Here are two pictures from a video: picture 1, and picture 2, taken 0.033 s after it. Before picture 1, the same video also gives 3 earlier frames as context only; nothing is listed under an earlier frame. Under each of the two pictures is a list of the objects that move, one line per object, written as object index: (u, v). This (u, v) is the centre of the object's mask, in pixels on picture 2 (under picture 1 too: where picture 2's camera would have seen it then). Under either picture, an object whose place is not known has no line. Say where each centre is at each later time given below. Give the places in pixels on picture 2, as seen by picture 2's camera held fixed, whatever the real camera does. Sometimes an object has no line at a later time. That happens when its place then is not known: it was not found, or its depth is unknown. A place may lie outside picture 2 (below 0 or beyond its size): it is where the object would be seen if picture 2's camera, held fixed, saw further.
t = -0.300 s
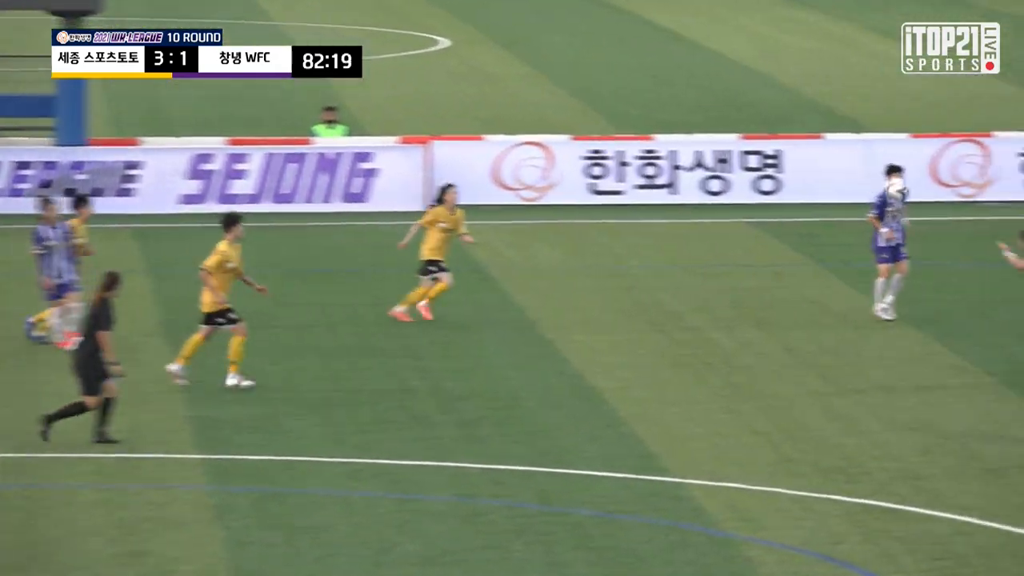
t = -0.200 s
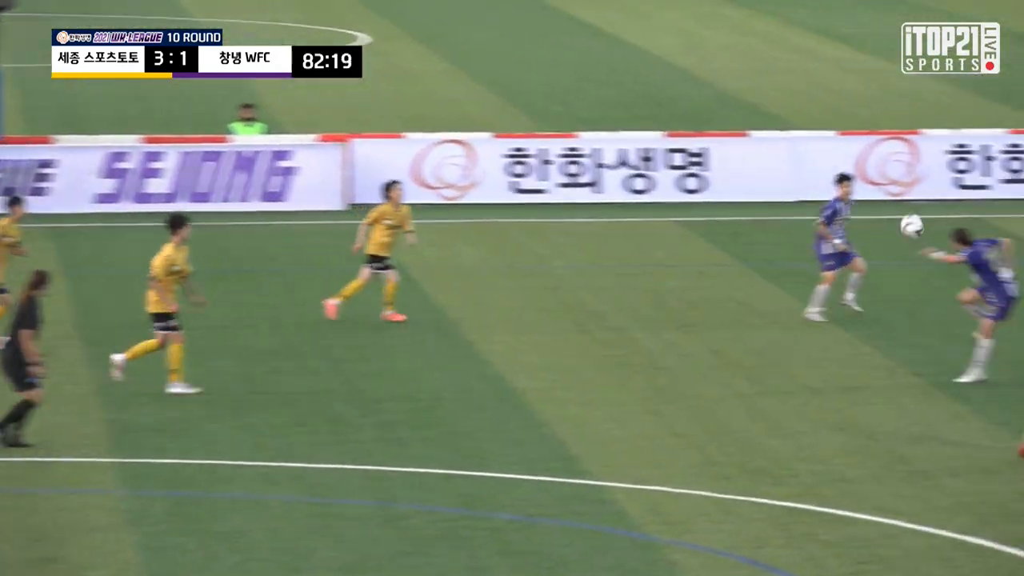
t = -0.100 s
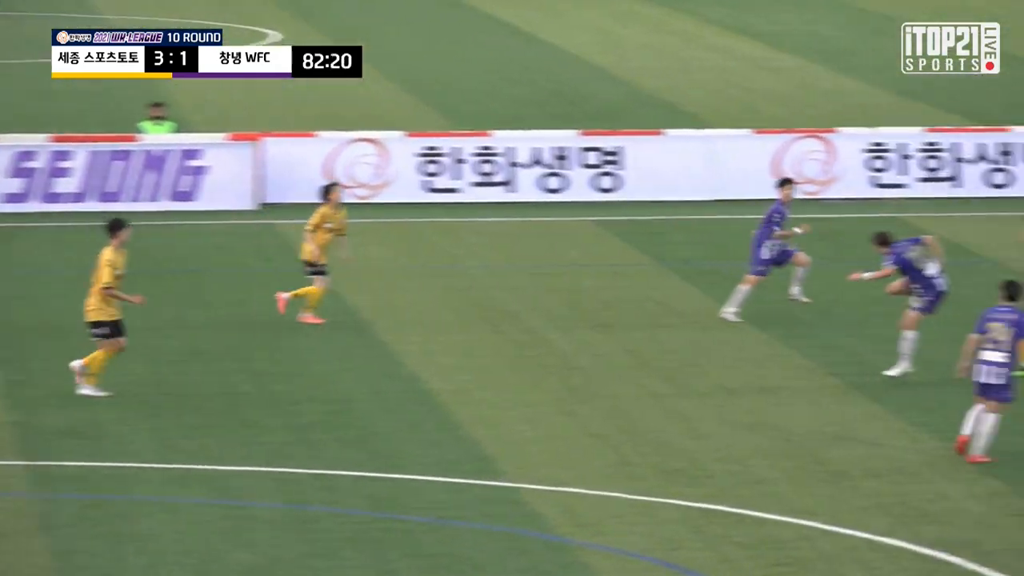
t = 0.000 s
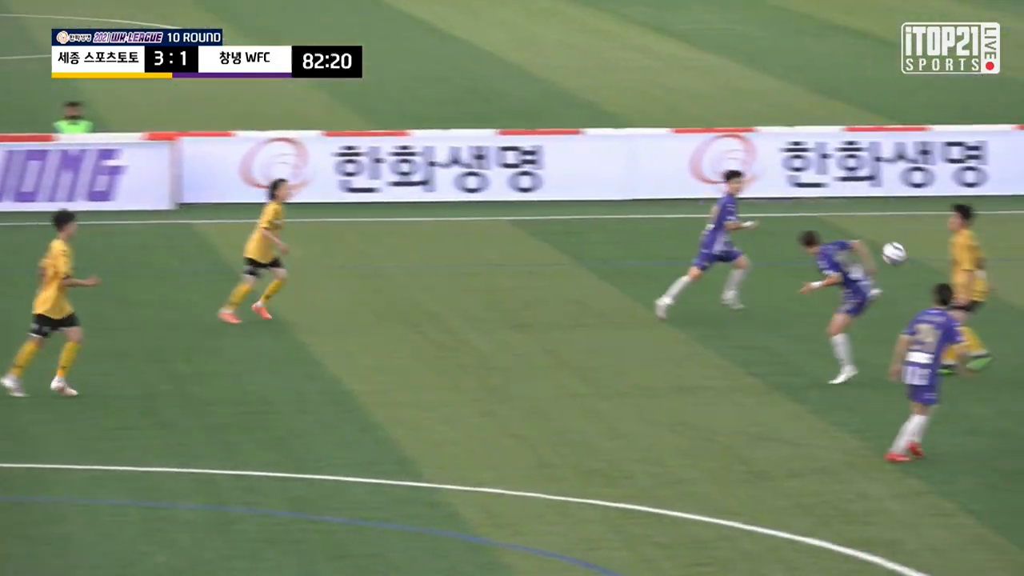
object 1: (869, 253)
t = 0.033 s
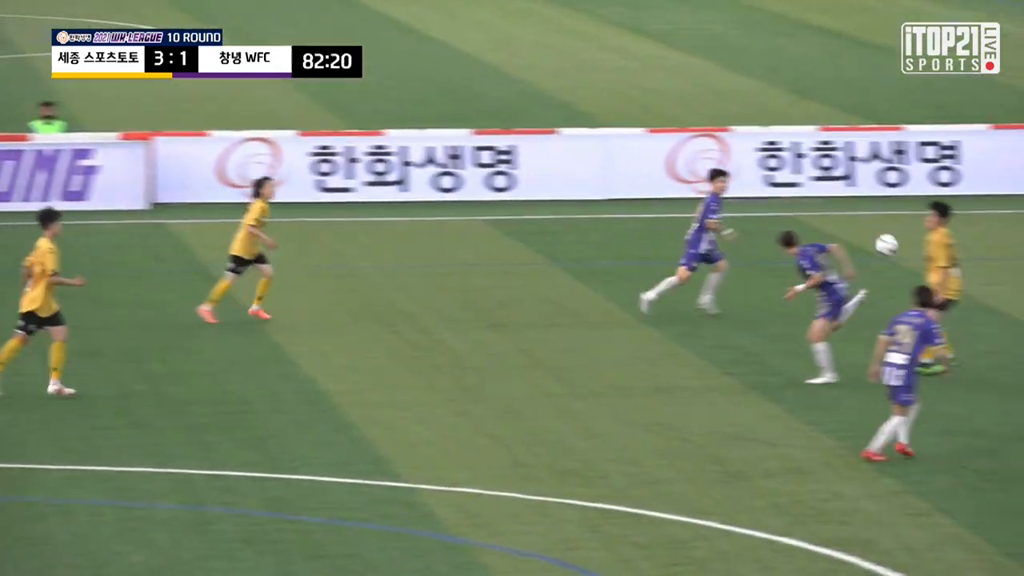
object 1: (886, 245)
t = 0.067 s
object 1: (904, 239)
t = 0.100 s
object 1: (920, 232)
